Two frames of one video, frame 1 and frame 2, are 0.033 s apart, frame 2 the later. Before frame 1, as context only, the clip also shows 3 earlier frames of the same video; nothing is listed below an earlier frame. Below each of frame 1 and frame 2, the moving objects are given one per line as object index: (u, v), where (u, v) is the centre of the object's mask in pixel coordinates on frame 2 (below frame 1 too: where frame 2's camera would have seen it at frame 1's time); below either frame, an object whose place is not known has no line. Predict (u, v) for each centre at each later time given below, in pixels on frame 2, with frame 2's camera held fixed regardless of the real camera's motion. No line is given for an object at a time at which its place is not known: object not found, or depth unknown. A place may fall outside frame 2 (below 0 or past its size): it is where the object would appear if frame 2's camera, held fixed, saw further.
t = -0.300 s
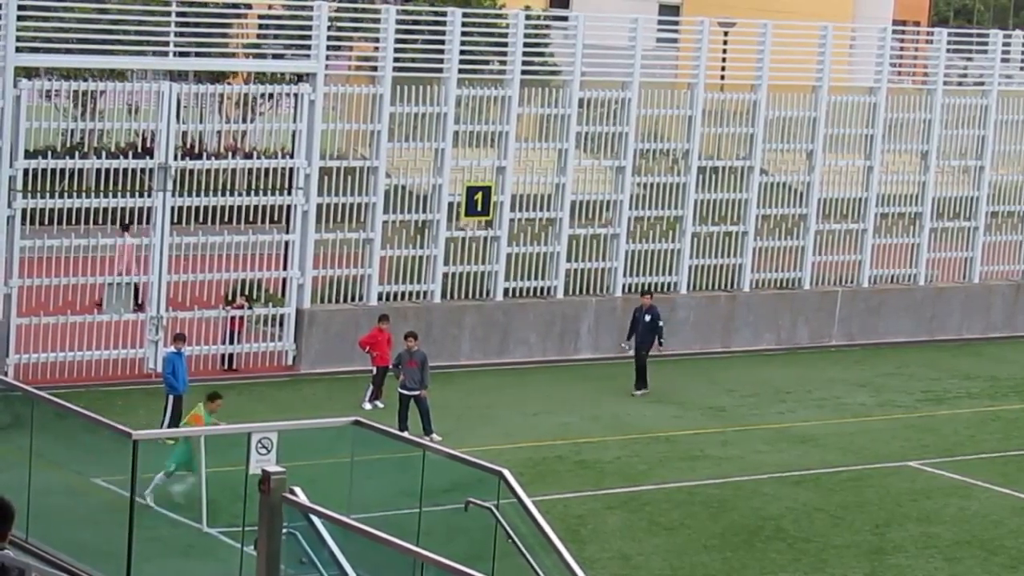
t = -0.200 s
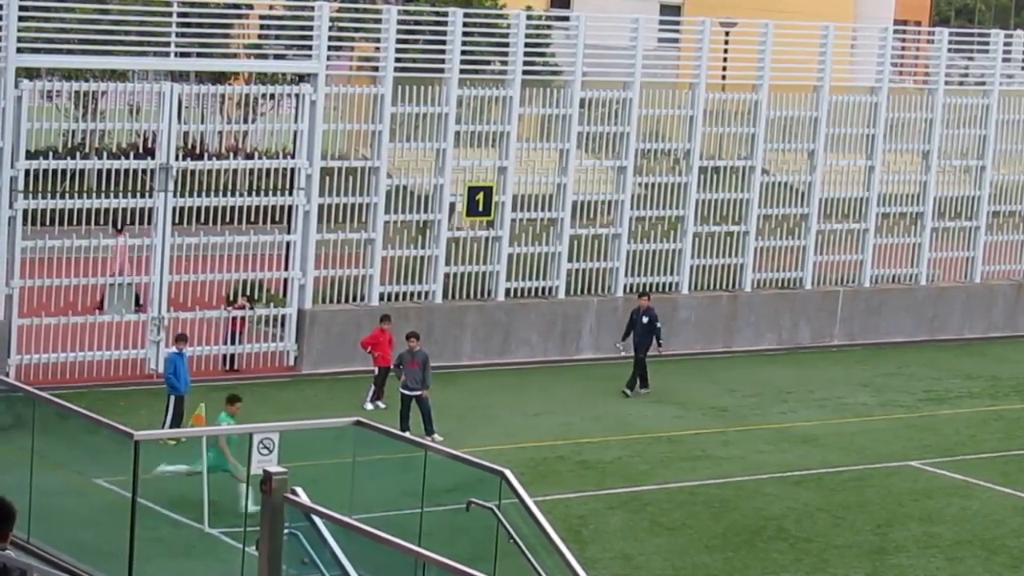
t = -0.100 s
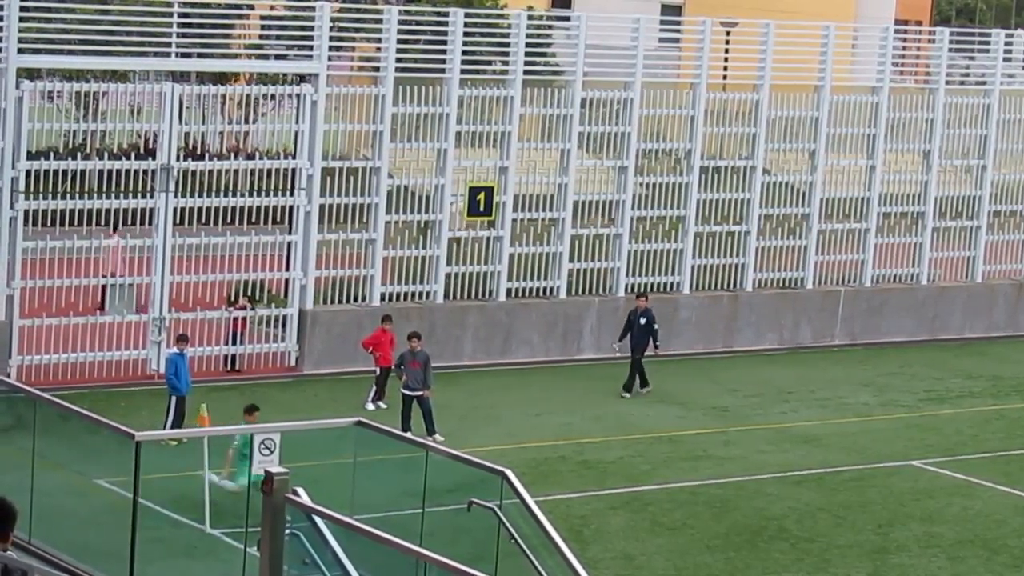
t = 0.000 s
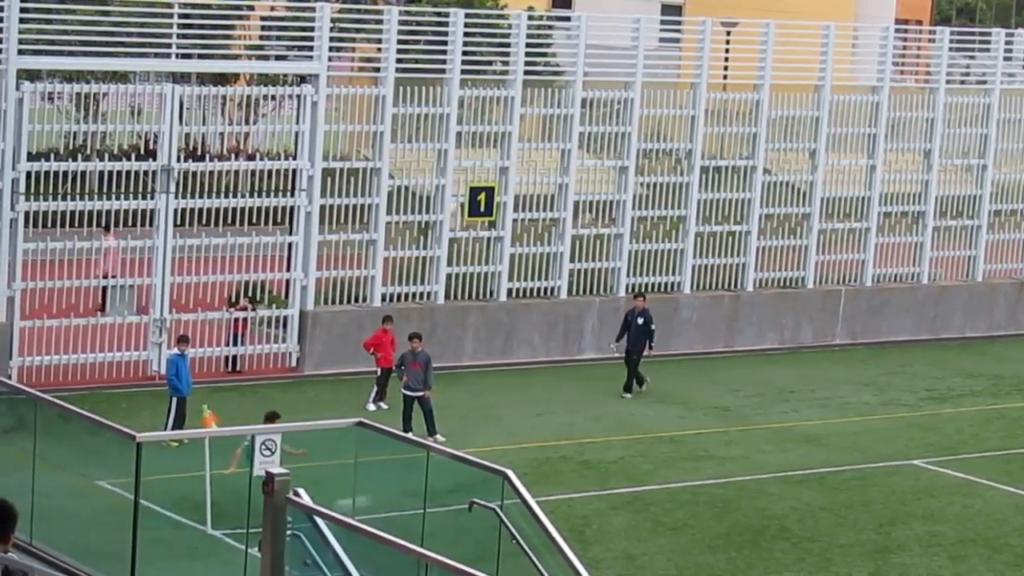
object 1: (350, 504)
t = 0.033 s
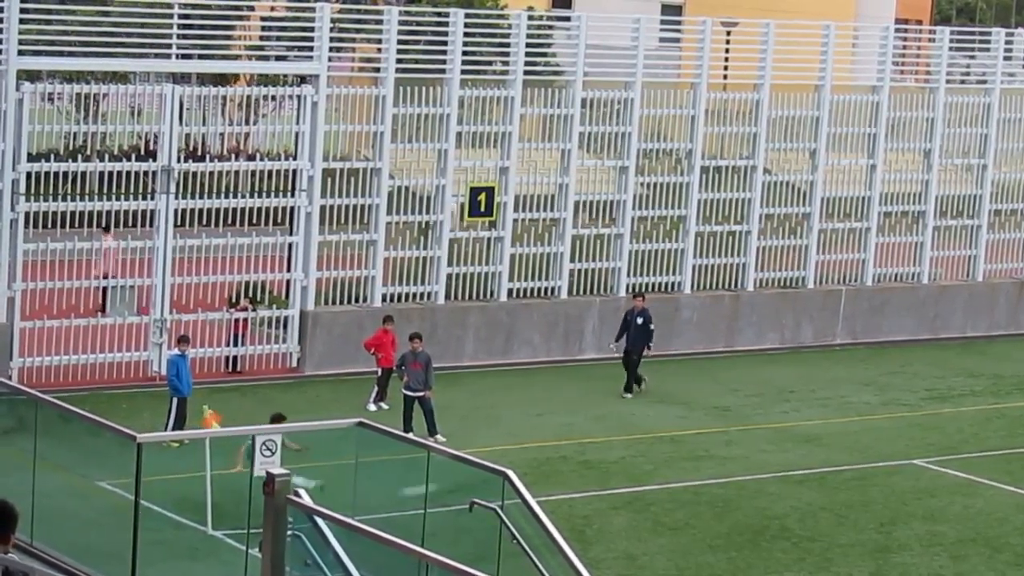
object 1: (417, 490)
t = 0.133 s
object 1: (603, 458)
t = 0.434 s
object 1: (1050, 415)
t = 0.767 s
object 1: (1409, 451)
